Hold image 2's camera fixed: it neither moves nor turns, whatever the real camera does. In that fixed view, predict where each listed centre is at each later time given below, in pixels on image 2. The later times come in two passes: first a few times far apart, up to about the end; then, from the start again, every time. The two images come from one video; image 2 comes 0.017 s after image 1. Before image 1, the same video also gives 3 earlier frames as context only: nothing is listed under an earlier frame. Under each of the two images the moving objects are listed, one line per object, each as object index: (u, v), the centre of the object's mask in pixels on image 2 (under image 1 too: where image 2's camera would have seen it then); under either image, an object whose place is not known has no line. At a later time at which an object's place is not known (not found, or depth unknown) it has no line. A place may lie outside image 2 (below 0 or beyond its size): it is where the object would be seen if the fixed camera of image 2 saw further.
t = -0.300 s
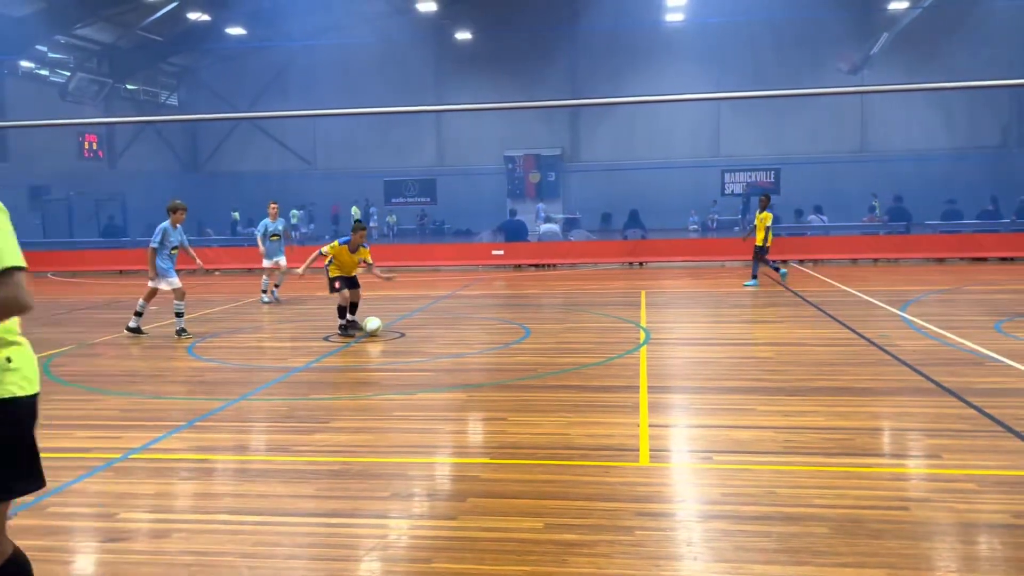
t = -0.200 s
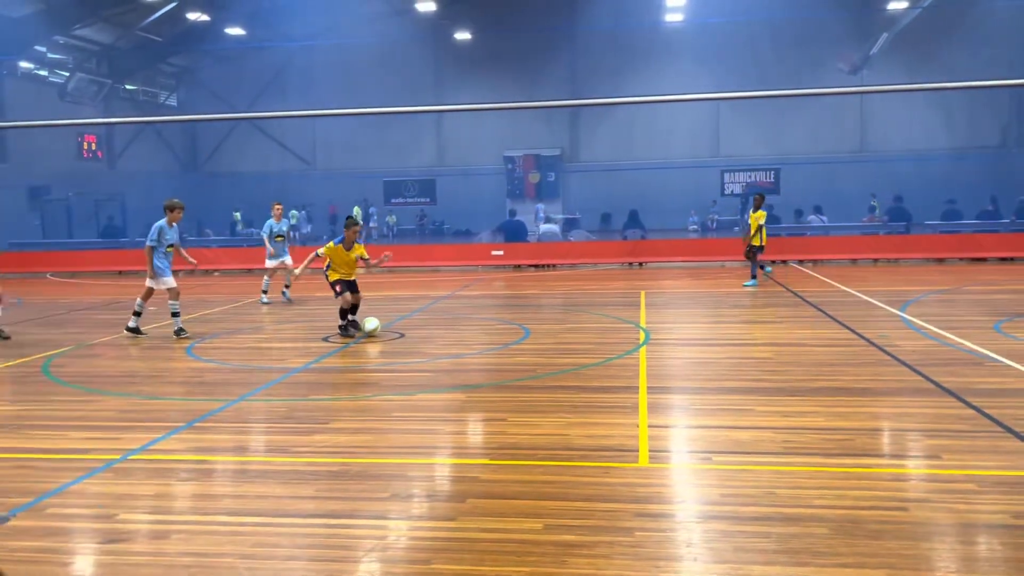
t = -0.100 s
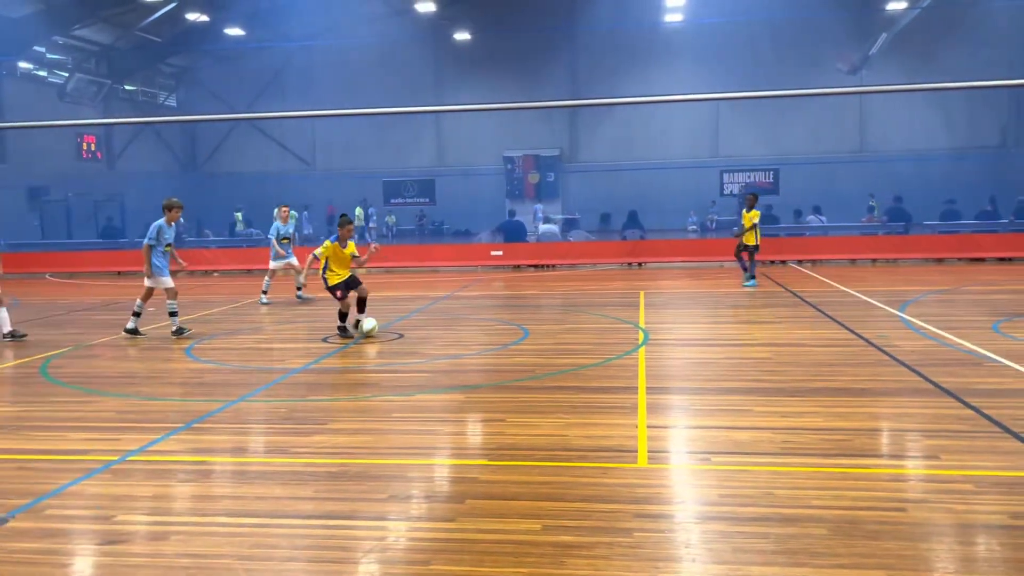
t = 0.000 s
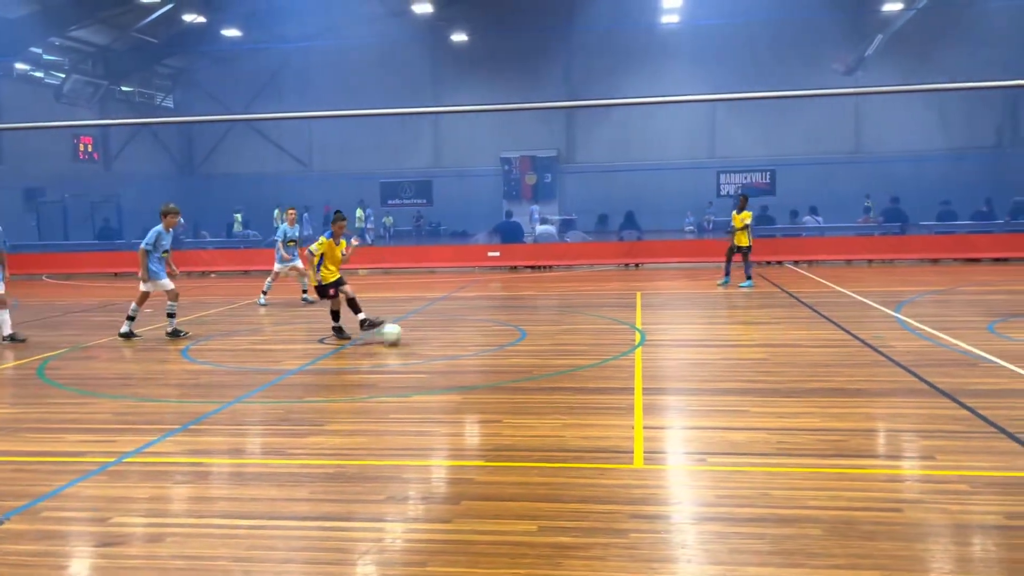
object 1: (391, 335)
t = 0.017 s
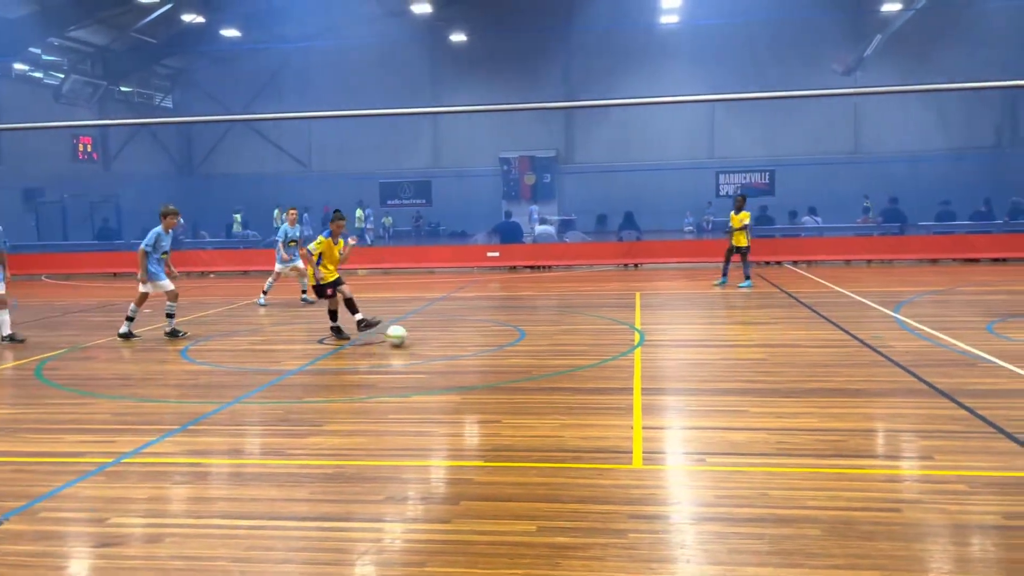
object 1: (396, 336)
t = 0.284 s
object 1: (479, 357)
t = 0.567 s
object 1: (575, 382)
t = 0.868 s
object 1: (719, 420)
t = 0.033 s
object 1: (401, 338)
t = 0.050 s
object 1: (407, 338)
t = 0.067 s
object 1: (412, 340)
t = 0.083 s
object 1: (417, 342)
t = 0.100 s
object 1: (422, 343)
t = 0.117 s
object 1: (427, 344)
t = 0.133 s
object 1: (432, 345)
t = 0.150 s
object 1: (438, 347)
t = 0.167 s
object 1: (443, 348)
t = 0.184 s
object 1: (448, 349)
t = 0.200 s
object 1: (453, 350)
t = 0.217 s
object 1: (458, 352)
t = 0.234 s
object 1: (463, 353)
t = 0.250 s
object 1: (469, 354)
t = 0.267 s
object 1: (474, 355)
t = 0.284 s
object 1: (479, 357)
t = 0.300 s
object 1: (485, 358)
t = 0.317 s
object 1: (491, 360)
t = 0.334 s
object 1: (496, 361)
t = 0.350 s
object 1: (500, 362)
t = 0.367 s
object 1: (506, 363)
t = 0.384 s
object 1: (511, 365)
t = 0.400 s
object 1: (516, 365)
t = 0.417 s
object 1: (522, 367)
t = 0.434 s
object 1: (527, 369)
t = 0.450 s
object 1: (533, 371)
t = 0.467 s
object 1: (539, 372)
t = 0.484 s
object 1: (545, 374)
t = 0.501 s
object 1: (551, 374)
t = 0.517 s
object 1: (557, 377)
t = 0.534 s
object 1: (563, 379)
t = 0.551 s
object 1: (570, 380)
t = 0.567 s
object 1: (575, 382)
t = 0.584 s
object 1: (582, 384)
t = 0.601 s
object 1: (590, 386)
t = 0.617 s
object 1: (596, 388)
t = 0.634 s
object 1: (603, 389)
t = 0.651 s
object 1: (609, 391)
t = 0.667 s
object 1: (617, 393)
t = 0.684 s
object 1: (624, 395)
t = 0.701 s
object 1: (632, 397)
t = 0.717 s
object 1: (639, 399)
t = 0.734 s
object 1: (648, 401)
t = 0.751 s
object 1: (656, 404)
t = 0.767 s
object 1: (664, 406)
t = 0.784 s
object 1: (672, 407)
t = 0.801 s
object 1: (681, 409)
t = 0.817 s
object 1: (689, 410)
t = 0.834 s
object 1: (699, 413)
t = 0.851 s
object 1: (707, 416)
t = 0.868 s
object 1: (719, 420)
